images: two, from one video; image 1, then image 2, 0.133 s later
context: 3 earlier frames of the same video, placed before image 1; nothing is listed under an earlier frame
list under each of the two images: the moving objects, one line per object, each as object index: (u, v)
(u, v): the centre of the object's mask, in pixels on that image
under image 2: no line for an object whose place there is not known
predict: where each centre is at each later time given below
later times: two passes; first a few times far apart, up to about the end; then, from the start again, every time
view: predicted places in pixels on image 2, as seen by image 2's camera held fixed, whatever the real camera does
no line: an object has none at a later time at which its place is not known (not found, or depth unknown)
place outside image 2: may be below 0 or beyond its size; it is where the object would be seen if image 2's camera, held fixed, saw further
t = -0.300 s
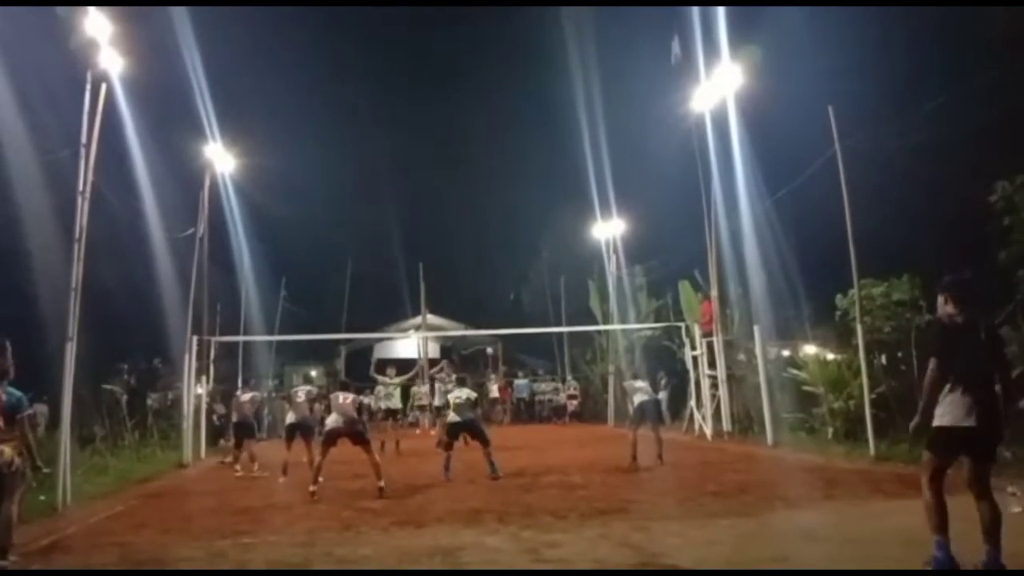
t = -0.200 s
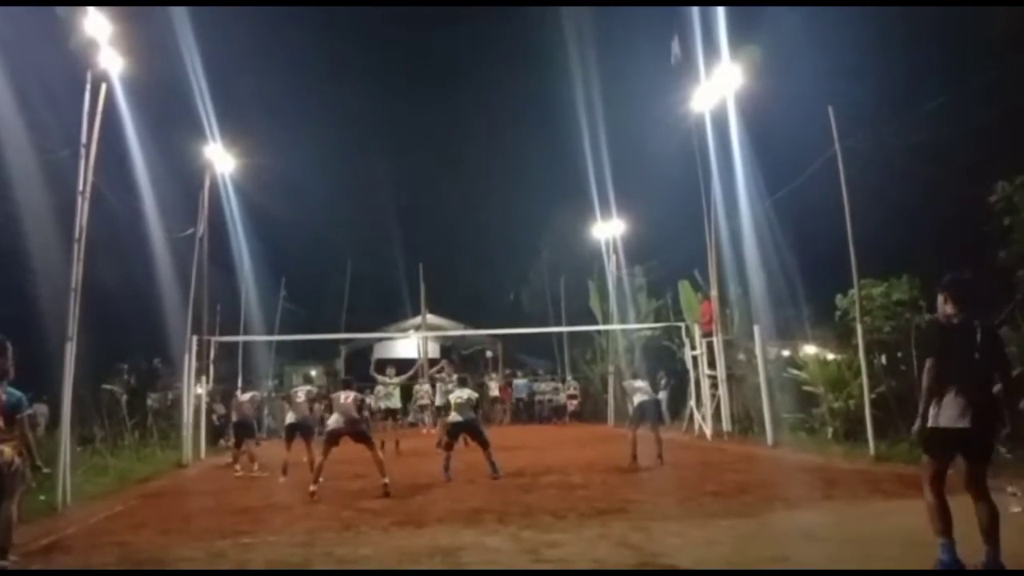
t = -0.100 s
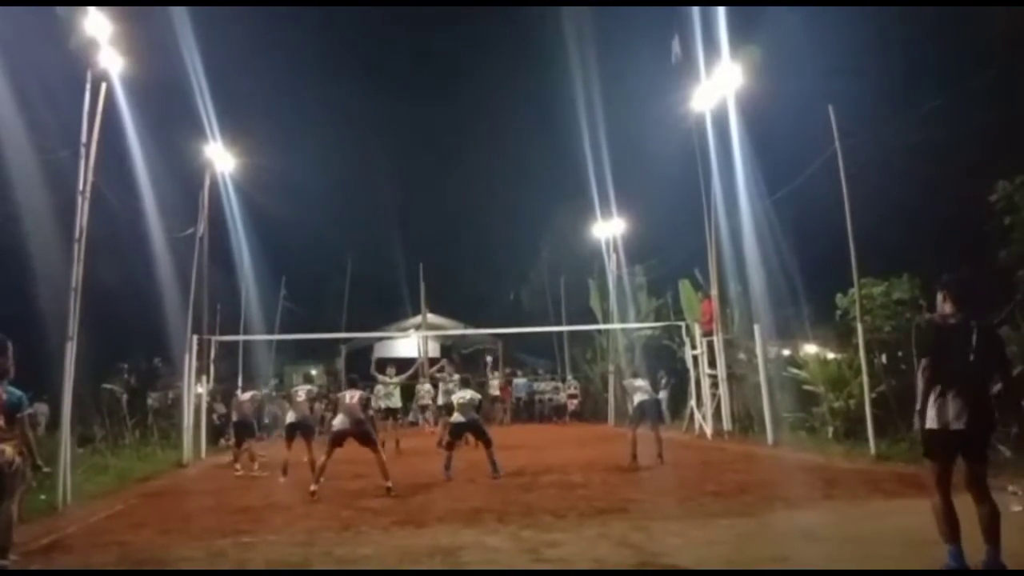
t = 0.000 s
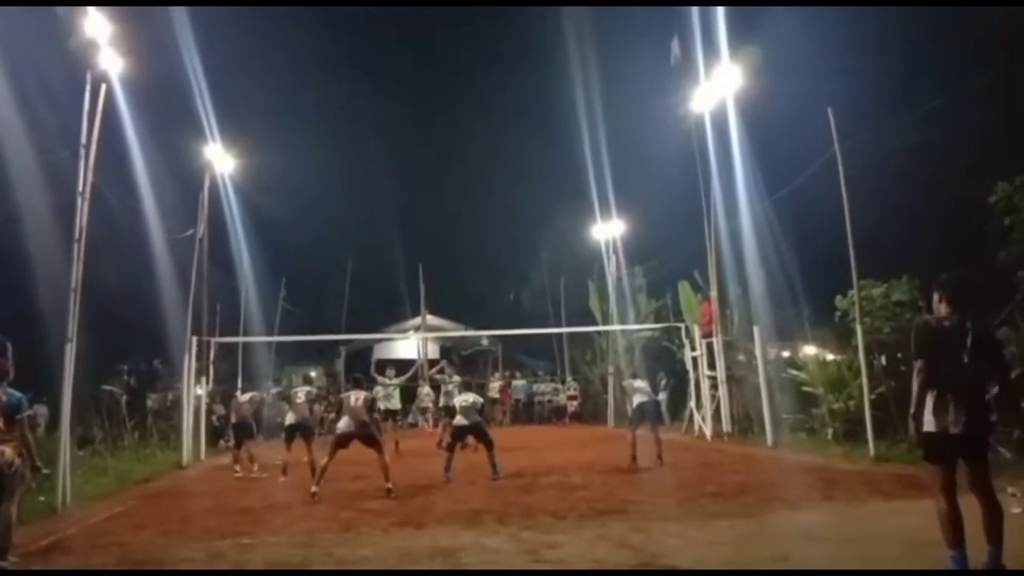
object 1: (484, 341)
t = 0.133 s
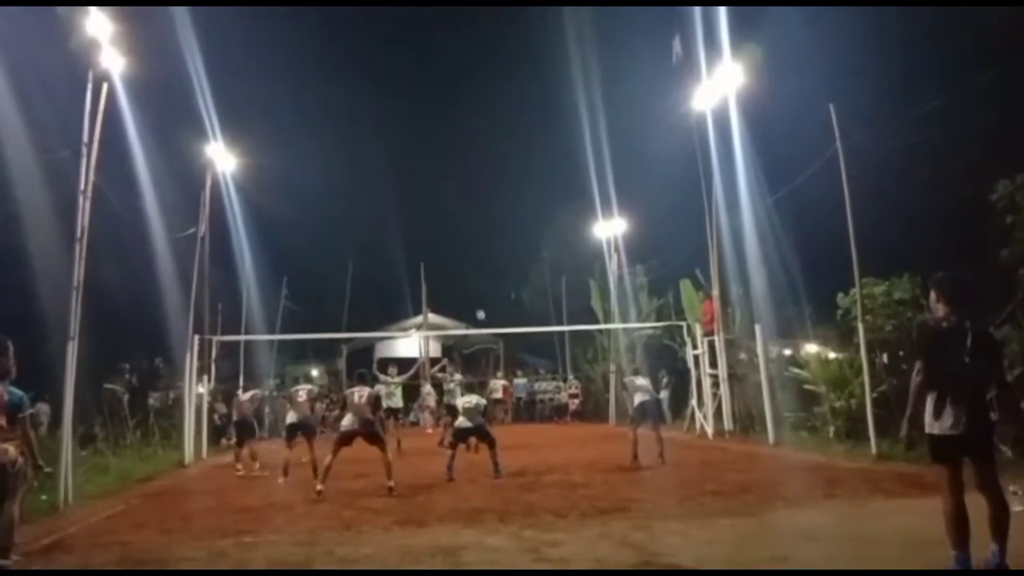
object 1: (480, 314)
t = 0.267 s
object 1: (477, 293)
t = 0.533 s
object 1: (473, 266)
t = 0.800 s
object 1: (471, 271)
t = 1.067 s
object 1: (473, 320)
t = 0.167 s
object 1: (479, 309)
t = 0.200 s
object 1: (478, 303)
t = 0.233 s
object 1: (477, 298)
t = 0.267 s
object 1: (477, 293)
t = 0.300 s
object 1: (475, 289)
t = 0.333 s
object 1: (474, 284)
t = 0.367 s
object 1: (475, 280)
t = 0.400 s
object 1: (475, 276)
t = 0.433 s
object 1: (475, 273)
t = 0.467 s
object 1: (474, 270)
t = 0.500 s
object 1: (474, 268)
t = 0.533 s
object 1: (473, 266)
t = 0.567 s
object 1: (473, 265)
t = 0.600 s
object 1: (473, 264)
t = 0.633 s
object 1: (473, 264)
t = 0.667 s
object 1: (472, 264)
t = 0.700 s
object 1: (472, 265)
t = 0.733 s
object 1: (472, 267)
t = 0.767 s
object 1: (472, 269)
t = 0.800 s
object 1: (471, 271)
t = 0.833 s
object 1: (471, 275)
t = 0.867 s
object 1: (471, 279)
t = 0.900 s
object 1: (471, 284)
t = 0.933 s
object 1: (471, 289)
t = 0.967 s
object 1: (472, 296)
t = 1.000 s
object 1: (472, 303)
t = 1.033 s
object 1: (472, 311)
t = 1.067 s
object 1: (473, 320)
